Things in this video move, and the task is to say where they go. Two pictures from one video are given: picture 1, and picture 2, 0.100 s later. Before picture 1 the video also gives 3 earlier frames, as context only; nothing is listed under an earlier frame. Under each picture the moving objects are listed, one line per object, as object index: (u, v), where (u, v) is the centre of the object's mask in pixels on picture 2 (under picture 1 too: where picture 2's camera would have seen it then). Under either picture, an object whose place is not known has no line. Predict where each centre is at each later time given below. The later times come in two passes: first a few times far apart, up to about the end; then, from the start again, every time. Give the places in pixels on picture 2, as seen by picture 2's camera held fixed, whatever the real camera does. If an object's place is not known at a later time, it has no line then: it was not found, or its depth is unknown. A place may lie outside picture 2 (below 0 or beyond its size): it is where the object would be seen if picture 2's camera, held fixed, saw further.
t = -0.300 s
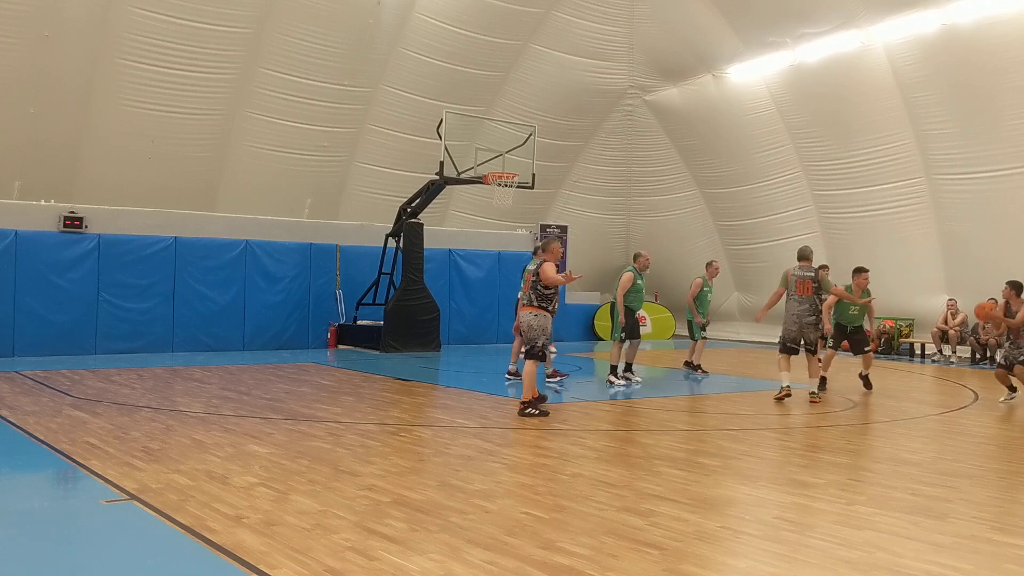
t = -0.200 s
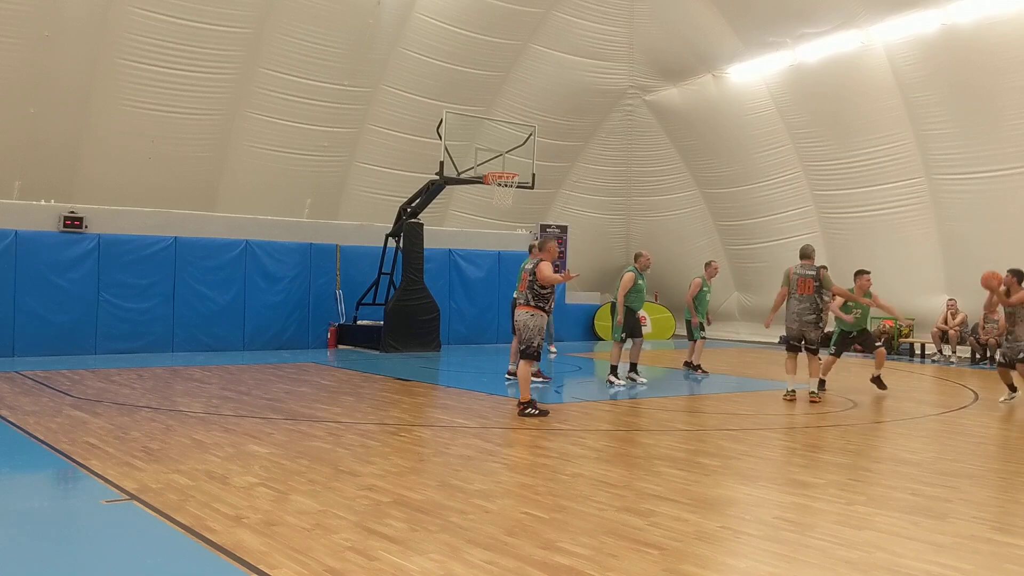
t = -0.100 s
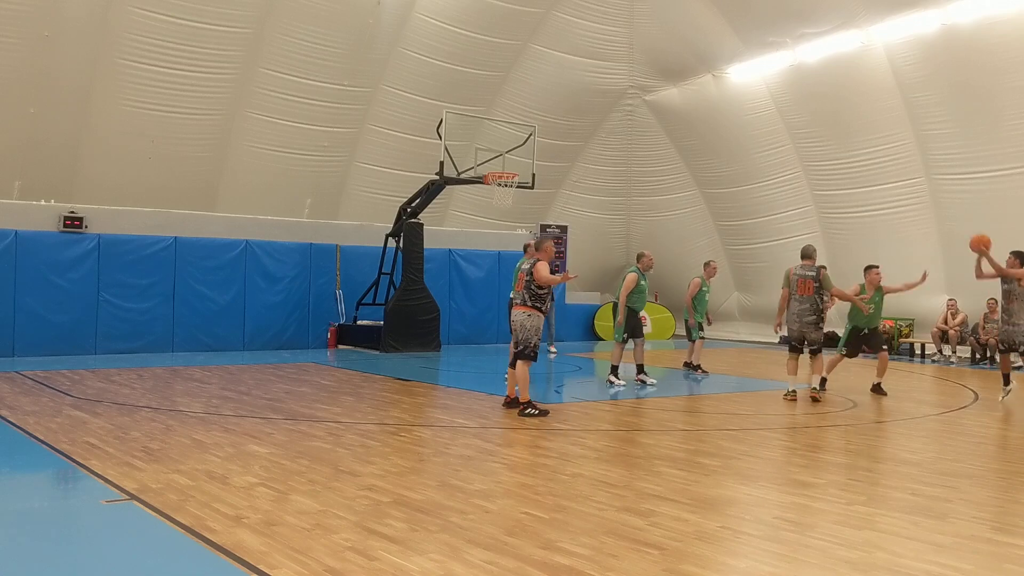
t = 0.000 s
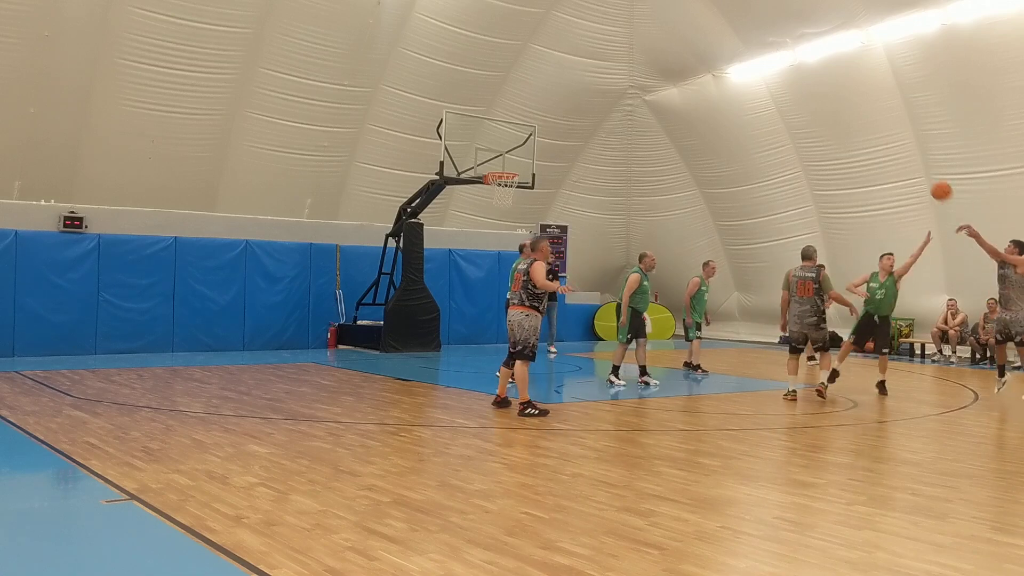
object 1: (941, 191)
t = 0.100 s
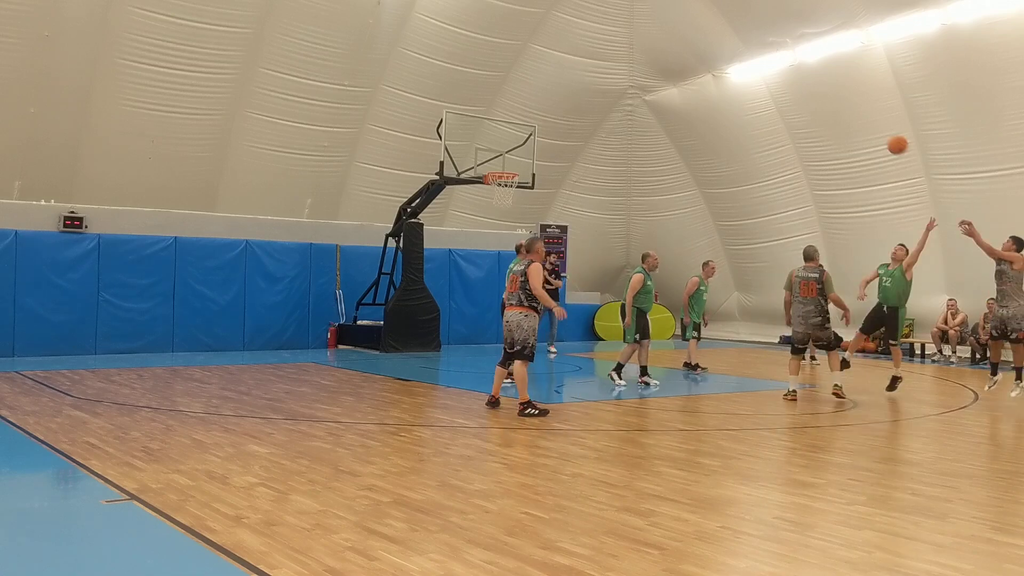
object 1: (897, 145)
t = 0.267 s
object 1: (829, 90)
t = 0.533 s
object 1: (729, 48)
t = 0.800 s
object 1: (639, 58)
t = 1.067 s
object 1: (557, 112)
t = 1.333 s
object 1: (492, 192)
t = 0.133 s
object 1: (883, 132)
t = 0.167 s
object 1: (869, 120)
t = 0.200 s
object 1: (855, 109)
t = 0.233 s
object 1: (842, 98)
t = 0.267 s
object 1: (829, 90)
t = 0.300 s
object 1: (816, 81)
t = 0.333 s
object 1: (802, 73)
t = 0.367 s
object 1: (790, 67)
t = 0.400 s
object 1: (778, 62)
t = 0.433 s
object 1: (765, 56)
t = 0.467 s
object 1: (752, 52)
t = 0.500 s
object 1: (740, 50)
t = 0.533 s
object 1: (729, 48)
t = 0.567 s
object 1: (717, 46)
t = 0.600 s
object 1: (705, 46)
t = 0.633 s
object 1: (694, 46)
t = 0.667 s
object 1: (683, 46)
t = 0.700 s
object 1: (671, 48)
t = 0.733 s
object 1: (660, 51)
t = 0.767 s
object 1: (649, 54)
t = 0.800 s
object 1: (639, 58)
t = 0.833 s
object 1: (628, 62)
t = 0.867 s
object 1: (617, 68)
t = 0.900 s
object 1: (607, 73)
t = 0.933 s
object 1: (597, 80)
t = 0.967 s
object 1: (587, 87)
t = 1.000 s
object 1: (576, 95)
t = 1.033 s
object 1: (567, 103)
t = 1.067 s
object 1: (557, 112)
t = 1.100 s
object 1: (547, 122)
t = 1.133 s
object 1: (538, 132)
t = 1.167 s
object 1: (529, 142)
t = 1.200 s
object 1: (519, 154)
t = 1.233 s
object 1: (511, 165)
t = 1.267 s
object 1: (504, 177)
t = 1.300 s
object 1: (496, 186)
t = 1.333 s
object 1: (492, 192)
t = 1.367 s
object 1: (490, 196)
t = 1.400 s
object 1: (487, 200)
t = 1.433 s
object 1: (485, 204)
